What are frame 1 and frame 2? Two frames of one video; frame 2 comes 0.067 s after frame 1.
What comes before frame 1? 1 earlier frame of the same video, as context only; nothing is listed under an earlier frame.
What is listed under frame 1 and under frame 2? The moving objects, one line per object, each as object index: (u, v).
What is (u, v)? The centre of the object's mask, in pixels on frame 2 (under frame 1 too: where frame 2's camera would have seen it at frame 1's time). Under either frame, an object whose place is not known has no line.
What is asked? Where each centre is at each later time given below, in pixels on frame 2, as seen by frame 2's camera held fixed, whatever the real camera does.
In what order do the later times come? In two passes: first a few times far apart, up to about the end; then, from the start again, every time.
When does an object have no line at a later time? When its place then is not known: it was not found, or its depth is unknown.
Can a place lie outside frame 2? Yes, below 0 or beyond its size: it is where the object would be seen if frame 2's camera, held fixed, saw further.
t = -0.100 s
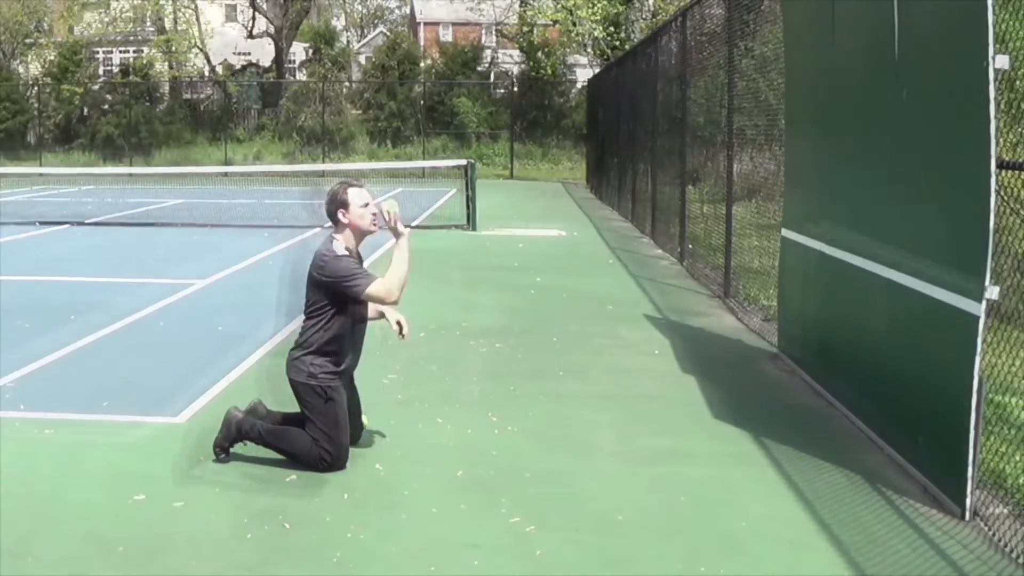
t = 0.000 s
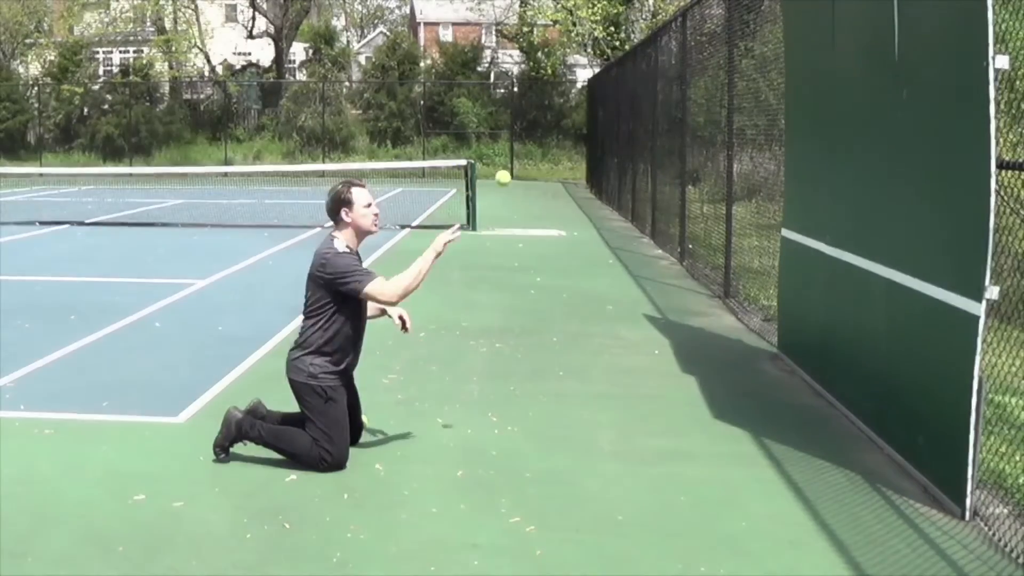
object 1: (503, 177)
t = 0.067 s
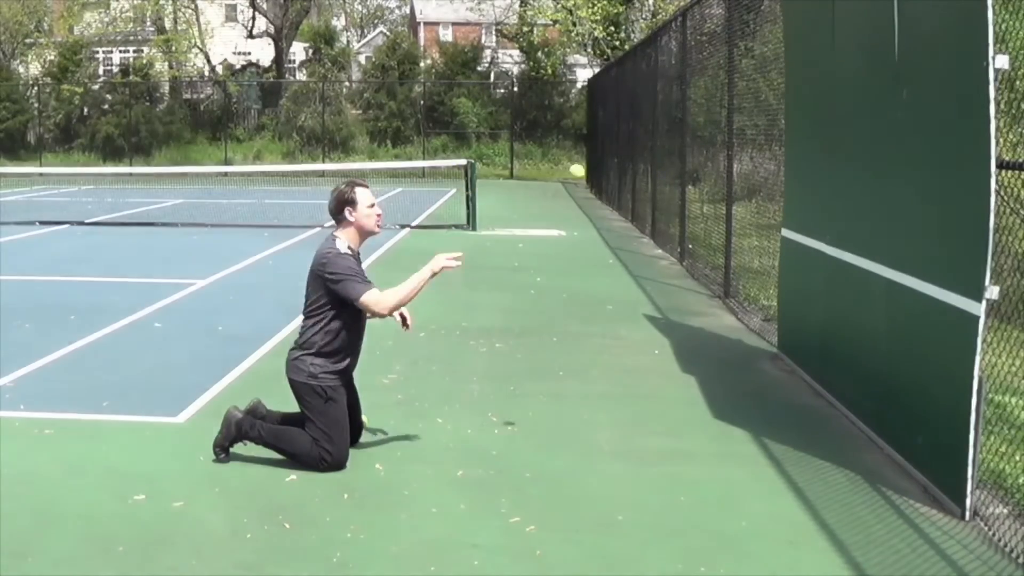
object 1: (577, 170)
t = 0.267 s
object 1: (780, 210)
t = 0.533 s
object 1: (786, 333)
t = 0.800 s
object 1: (595, 375)
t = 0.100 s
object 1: (612, 172)
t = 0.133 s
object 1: (647, 175)
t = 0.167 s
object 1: (682, 181)
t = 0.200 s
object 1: (716, 188)
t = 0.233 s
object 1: (748, 198)
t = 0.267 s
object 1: (780, 210)
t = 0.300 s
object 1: (811, 224)
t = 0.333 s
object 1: (840, 241)
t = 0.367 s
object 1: (869, 259)
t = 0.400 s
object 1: (897, 280)
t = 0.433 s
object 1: (868, 289)
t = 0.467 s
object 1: (841, 302)
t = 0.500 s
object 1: (813, 316)
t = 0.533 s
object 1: (786, 333)
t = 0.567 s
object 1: (758, 352)
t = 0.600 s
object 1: (730, 373)
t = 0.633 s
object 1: (703, 395)
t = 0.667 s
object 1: (676, 420)
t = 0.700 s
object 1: (651, 433)
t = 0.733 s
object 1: (633, 411)
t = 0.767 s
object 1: (614, 392)
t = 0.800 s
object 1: (595, 375)
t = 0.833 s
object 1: (576, 360)
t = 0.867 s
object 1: (557, 347)
